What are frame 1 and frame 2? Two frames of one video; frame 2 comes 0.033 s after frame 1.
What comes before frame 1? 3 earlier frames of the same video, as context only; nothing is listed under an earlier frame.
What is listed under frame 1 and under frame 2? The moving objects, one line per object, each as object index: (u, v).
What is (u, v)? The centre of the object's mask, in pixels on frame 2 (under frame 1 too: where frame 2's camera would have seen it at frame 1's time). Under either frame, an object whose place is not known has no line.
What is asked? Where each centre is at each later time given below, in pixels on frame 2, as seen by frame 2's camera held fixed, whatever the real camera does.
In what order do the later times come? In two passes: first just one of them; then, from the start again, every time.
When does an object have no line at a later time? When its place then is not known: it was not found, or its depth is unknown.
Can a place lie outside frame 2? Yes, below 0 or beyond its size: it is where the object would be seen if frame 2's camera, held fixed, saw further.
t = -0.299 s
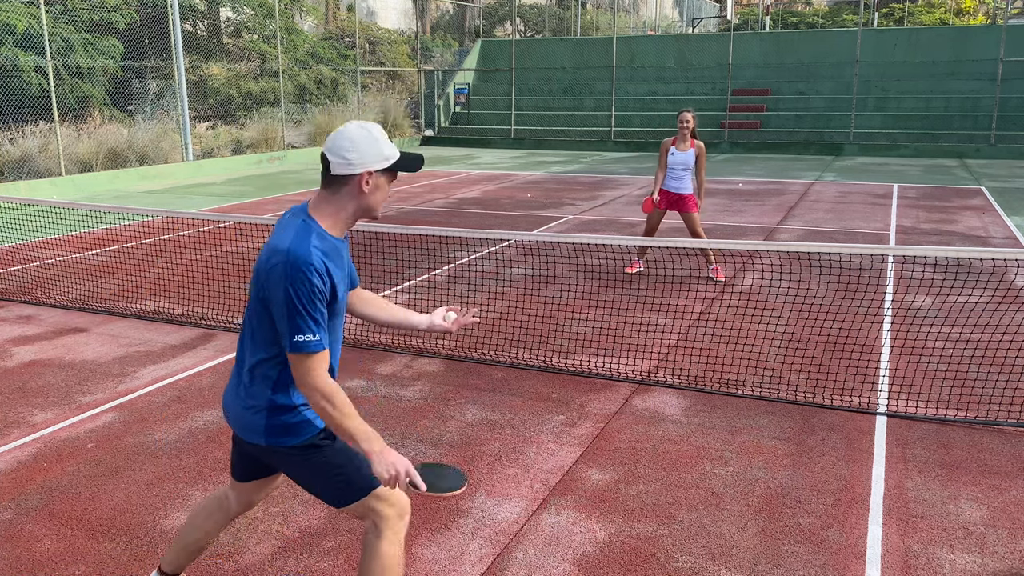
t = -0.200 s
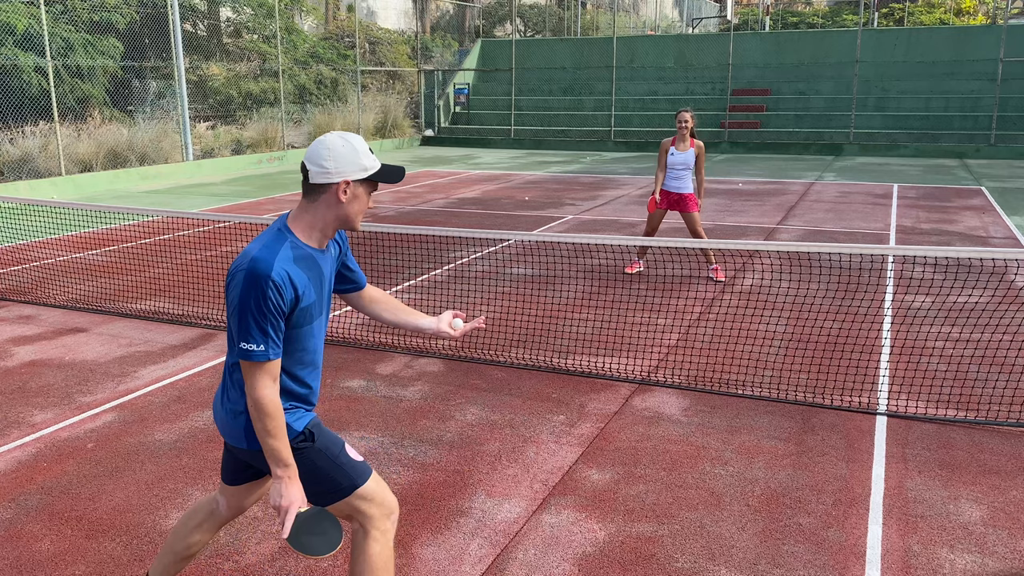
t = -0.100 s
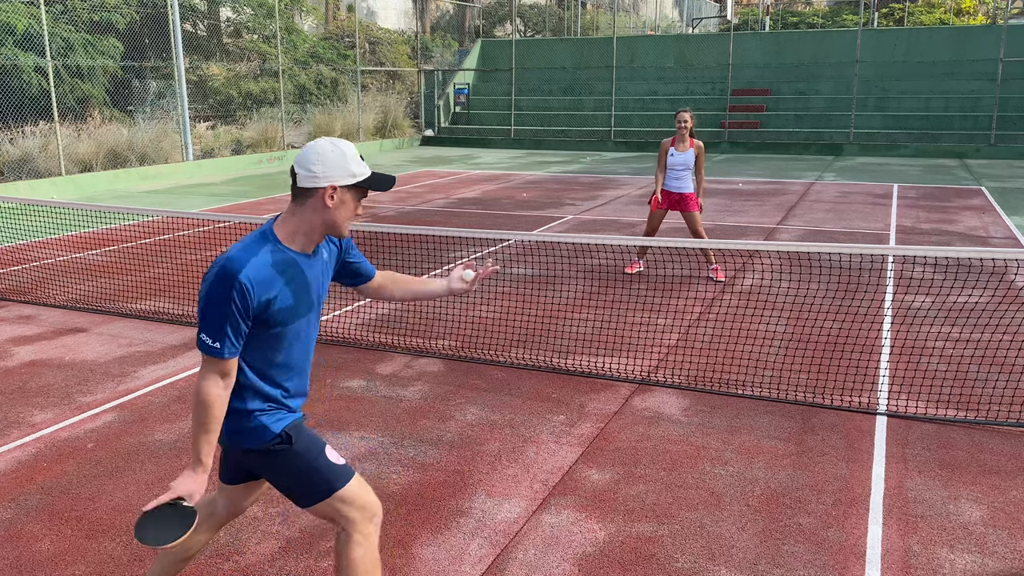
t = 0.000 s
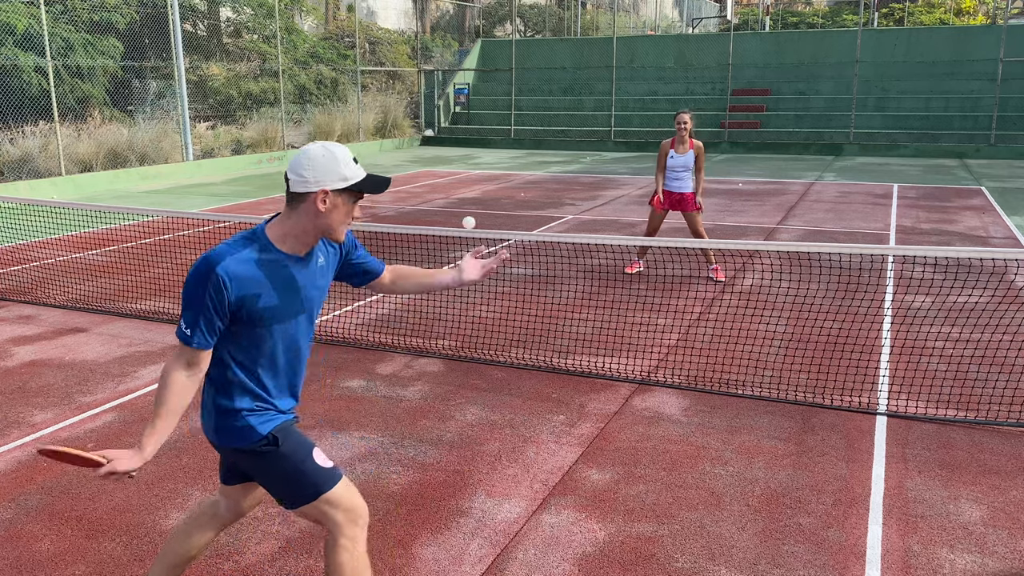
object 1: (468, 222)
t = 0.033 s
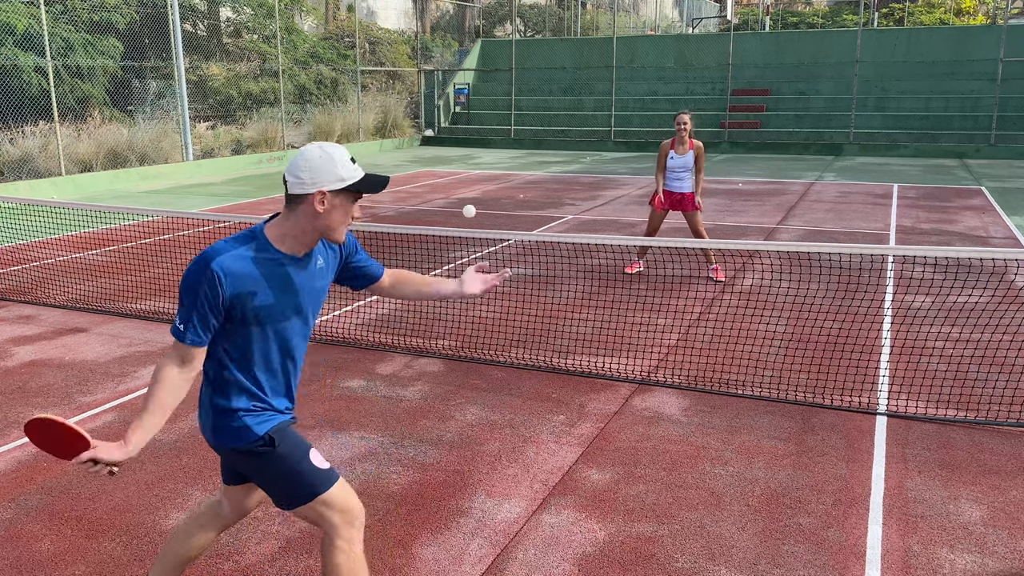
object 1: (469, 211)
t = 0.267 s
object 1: (474, 226)
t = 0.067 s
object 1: (469, 202)
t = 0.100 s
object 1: (470, 196)
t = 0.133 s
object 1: (471, 196)
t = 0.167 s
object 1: (471, 198)
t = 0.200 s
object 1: (472, 204)
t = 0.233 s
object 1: (473, 214)
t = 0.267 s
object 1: (474, 226)
